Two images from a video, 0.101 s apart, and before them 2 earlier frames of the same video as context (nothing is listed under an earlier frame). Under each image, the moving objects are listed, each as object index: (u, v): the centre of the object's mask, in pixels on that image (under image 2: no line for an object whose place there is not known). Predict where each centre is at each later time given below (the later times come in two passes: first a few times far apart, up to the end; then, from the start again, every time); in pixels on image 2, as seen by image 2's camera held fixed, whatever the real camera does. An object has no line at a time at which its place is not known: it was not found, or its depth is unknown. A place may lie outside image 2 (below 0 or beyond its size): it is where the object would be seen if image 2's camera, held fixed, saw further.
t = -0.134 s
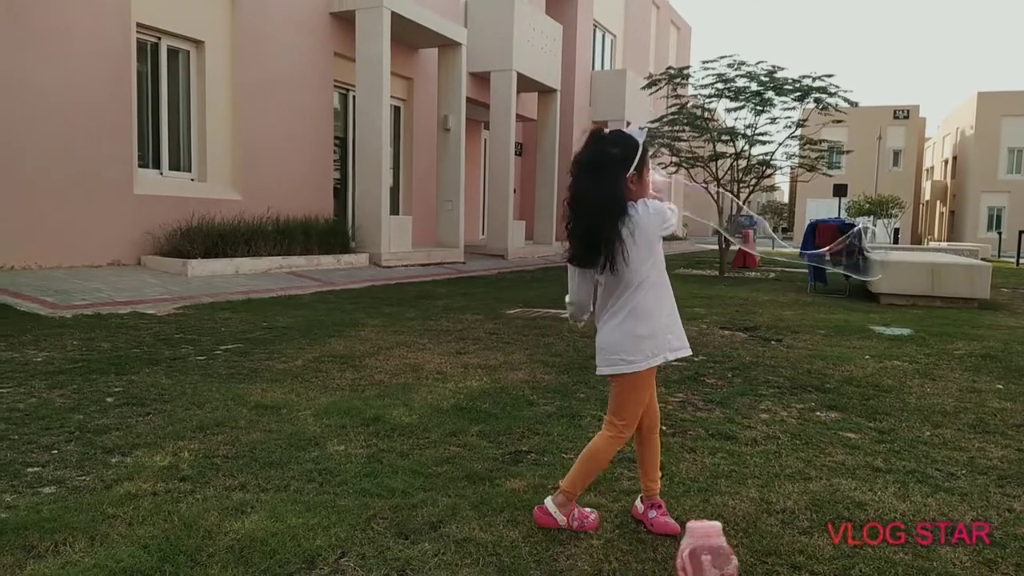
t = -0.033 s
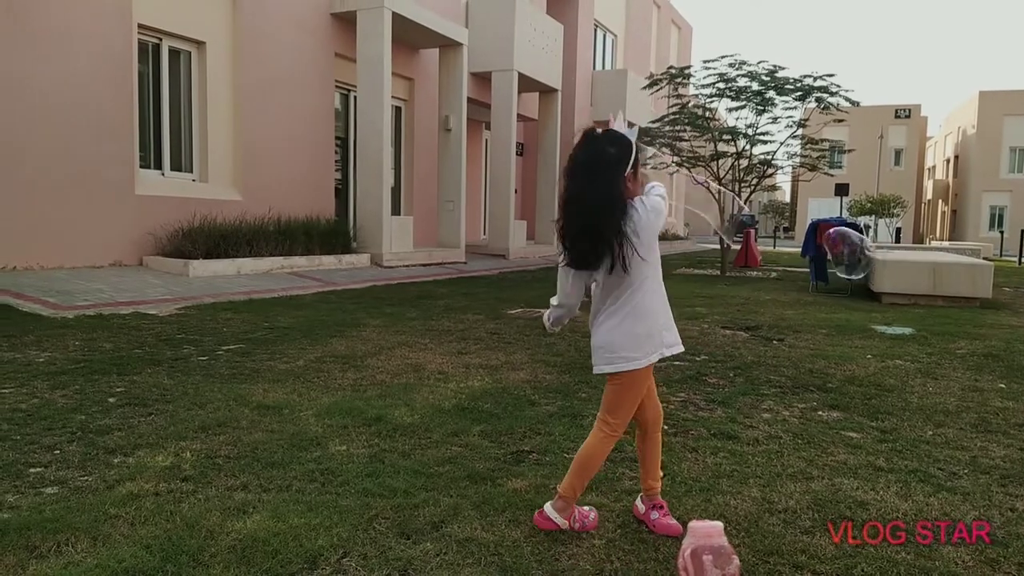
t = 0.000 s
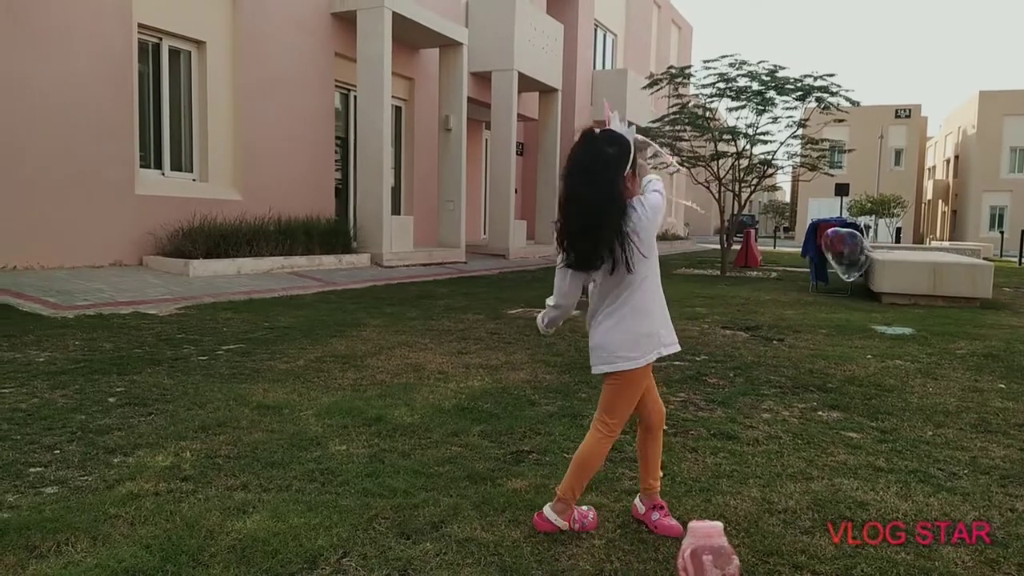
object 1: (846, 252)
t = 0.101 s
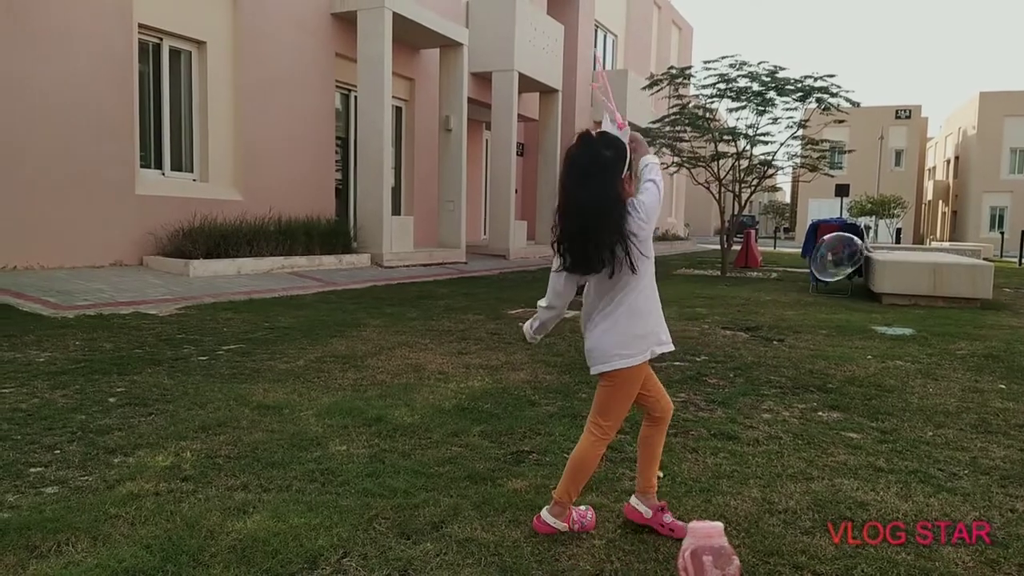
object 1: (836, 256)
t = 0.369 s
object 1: (821, 278)
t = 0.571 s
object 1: (814, 300)
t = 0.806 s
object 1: (816, 332)
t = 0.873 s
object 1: (817, 339)
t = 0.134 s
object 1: (835, 258)
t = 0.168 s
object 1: (832, 261)
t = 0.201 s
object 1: (830, 263)
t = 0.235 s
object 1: (828, 265)
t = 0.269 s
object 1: (825, 268)
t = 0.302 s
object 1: (824, 271)
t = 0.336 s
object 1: (822, 275)
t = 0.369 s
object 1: (821, 278)
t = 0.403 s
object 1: (819, 280)
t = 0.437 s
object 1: (817, 284)
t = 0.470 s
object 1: (816, 289)
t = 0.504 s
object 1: (815, 293)
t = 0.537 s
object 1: (815, 297)
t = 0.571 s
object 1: (814, 300)
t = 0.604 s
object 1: (814, 304)
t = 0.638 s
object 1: (814, 309)
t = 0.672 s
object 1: (813, 313)
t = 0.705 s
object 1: (813, 317)
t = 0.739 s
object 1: (813, 321)
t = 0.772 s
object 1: (814, 326)
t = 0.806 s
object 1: (816, 332)
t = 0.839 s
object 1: (817, 336)
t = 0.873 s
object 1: (817, 339)
